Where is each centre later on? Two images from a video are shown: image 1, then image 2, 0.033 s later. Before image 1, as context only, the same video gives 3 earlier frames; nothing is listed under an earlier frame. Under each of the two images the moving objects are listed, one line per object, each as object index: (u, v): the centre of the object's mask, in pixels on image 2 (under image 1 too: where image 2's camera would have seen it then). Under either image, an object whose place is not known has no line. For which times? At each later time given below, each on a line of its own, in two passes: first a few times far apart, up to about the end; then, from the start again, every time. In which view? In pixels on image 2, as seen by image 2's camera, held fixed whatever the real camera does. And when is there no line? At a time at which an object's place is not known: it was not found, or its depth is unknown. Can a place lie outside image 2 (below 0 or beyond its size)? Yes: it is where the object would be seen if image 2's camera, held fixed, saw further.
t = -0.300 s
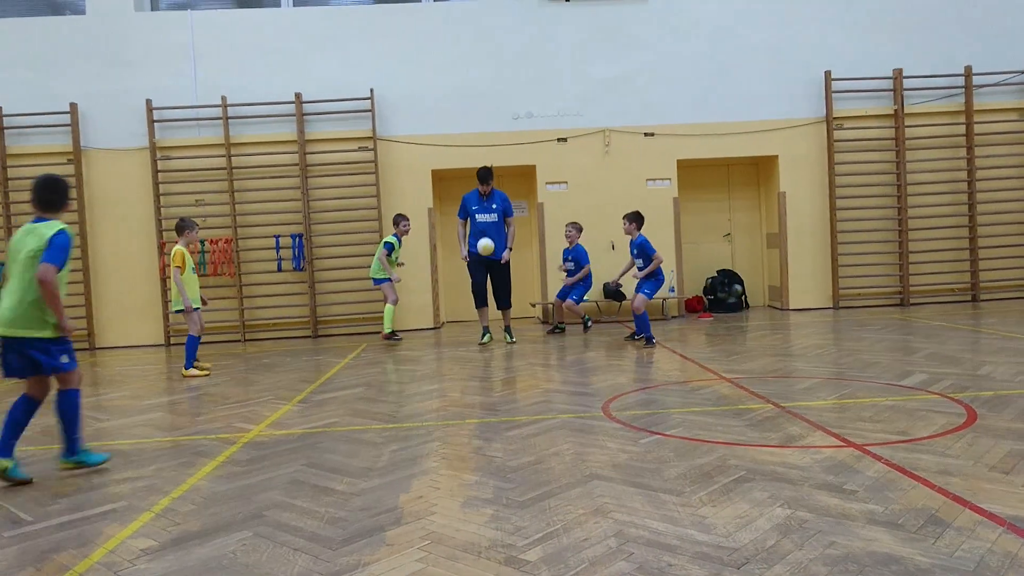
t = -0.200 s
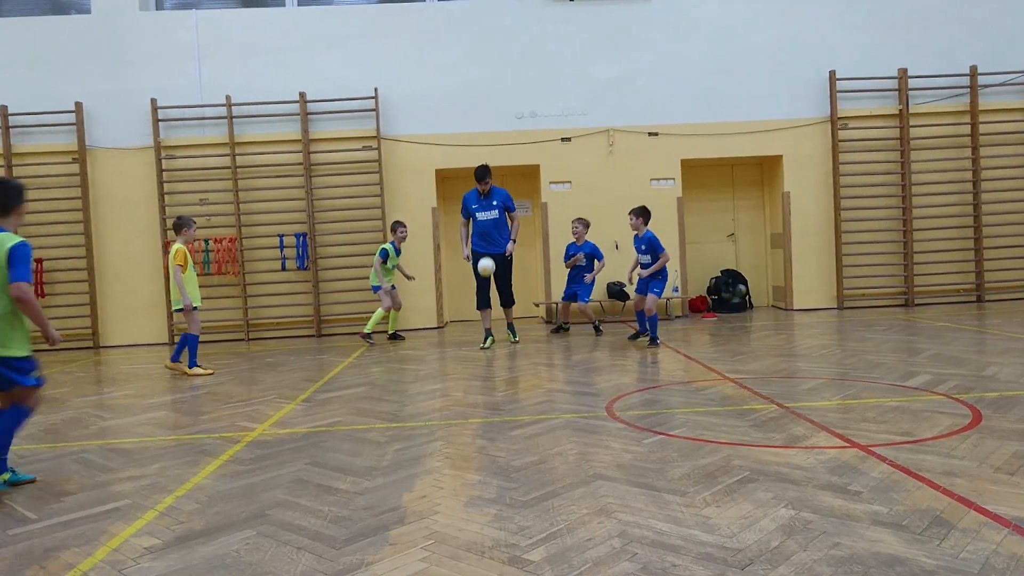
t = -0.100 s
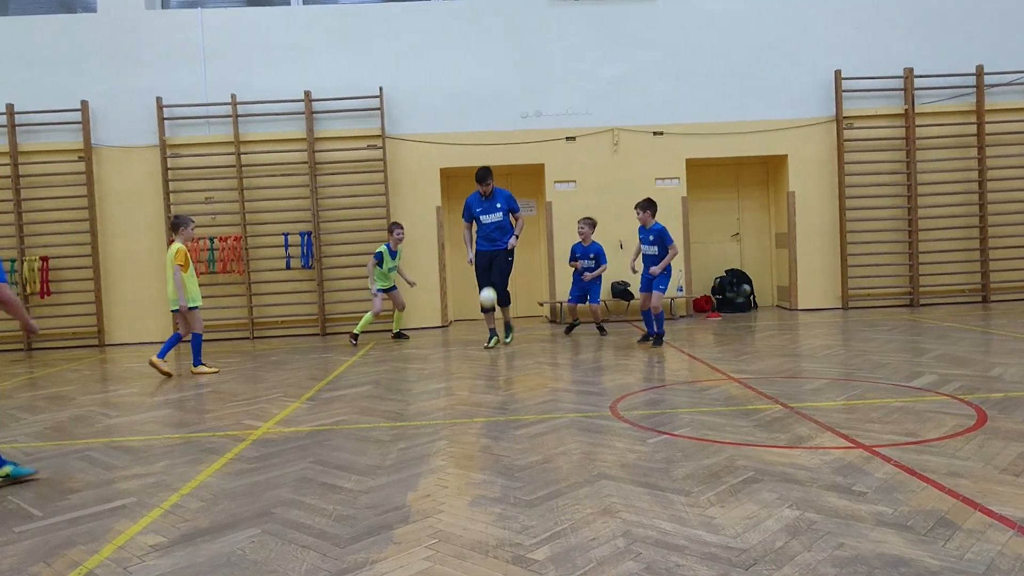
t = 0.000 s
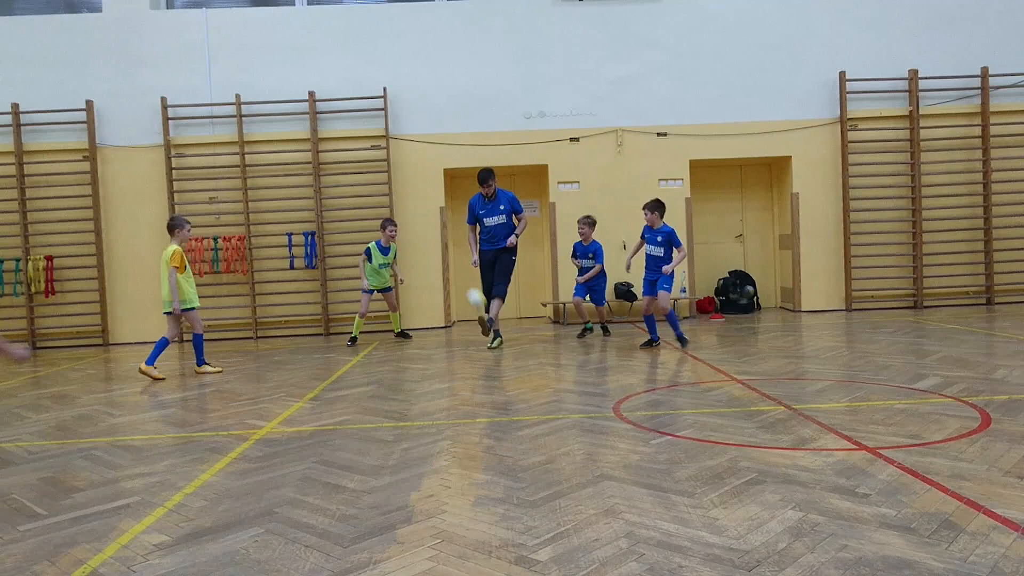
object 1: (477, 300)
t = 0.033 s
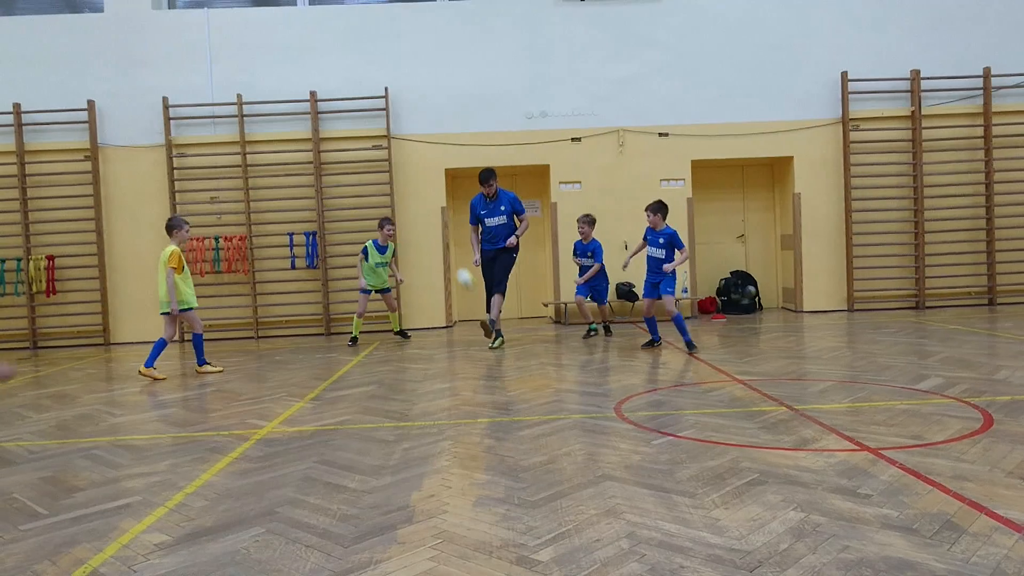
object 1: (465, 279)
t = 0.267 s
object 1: (371, 156)
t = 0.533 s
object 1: (237, 72)
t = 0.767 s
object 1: (90, 62)
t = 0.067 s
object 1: (452, 259)
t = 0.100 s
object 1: (440, 241)
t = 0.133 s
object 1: (427, 223)
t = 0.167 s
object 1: (414, 207)
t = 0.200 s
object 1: (400, 189)
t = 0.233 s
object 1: (385, 172)
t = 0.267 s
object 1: (371, 156)
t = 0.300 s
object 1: (355, 143)
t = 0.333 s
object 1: (340, 130)
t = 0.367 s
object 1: (324, 117)
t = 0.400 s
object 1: (308, 107)
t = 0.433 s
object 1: (291, 96)
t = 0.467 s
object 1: (273, 87)
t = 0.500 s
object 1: (256, 79)
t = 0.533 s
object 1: (237, 72)
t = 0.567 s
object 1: (219, 66)
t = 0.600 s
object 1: (199, 61)
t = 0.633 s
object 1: (179, 57)
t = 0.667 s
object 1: (158, 56)
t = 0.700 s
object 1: (136, 56)
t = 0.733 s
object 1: (114, 58)
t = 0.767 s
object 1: (90, 62)
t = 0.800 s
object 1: (65, 67)
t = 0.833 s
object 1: (40, 74)
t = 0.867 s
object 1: (14, 85)
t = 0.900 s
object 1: (-6, 97)
